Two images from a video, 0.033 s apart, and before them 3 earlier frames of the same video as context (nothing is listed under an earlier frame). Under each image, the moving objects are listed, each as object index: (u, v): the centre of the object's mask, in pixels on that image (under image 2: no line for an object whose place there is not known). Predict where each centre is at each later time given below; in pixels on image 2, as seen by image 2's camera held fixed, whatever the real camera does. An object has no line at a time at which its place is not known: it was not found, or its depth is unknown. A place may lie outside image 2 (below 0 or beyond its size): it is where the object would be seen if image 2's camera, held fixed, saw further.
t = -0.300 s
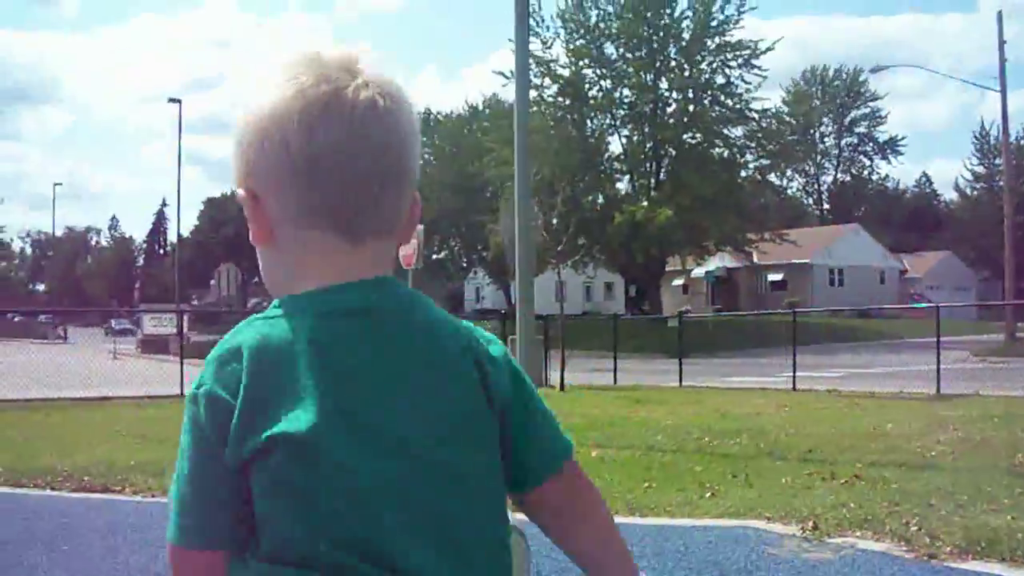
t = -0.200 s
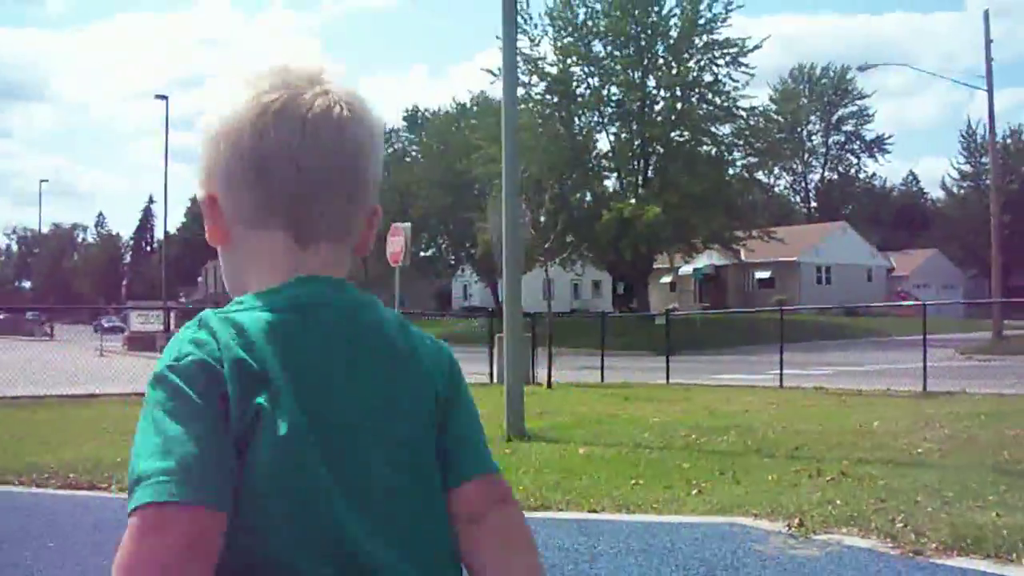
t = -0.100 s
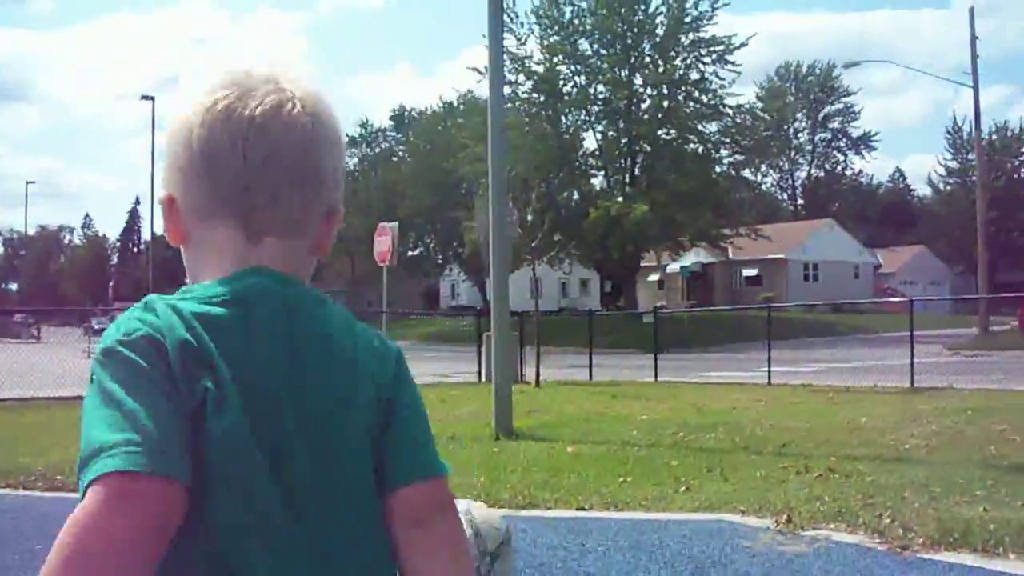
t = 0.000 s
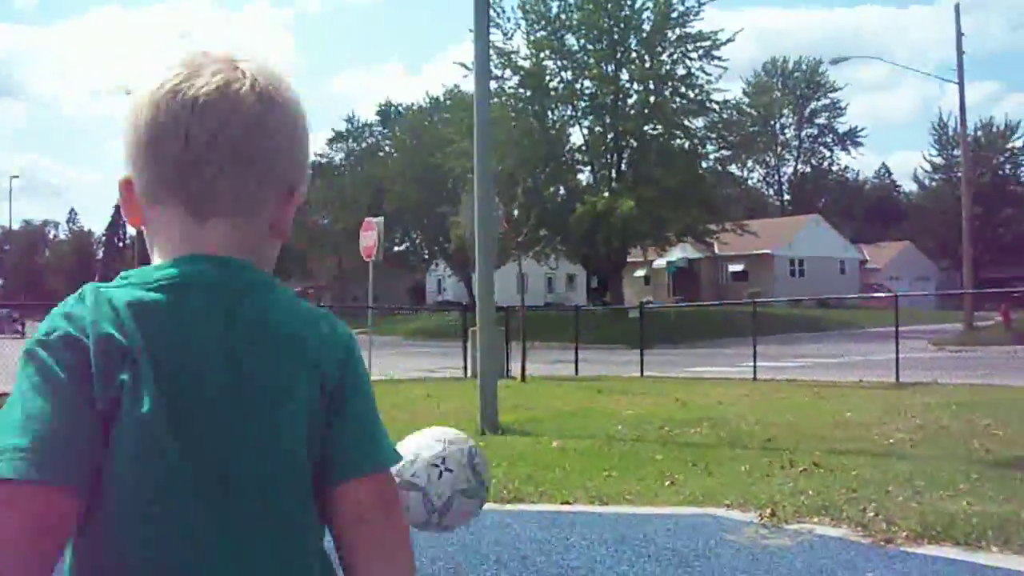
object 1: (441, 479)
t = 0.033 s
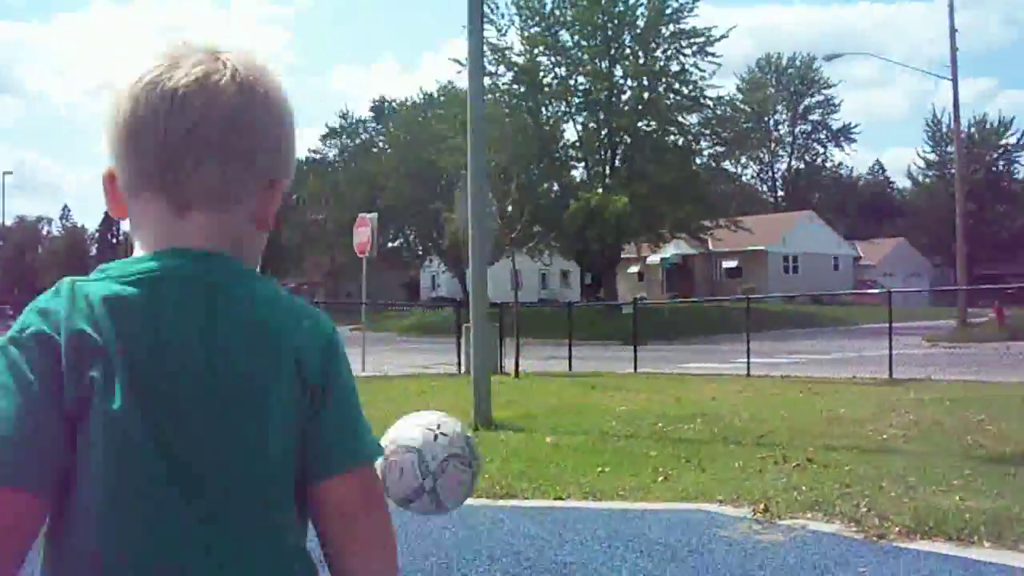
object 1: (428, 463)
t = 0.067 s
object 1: (426, 456)
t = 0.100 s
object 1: (425, 455)
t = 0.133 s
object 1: (427, 459)
